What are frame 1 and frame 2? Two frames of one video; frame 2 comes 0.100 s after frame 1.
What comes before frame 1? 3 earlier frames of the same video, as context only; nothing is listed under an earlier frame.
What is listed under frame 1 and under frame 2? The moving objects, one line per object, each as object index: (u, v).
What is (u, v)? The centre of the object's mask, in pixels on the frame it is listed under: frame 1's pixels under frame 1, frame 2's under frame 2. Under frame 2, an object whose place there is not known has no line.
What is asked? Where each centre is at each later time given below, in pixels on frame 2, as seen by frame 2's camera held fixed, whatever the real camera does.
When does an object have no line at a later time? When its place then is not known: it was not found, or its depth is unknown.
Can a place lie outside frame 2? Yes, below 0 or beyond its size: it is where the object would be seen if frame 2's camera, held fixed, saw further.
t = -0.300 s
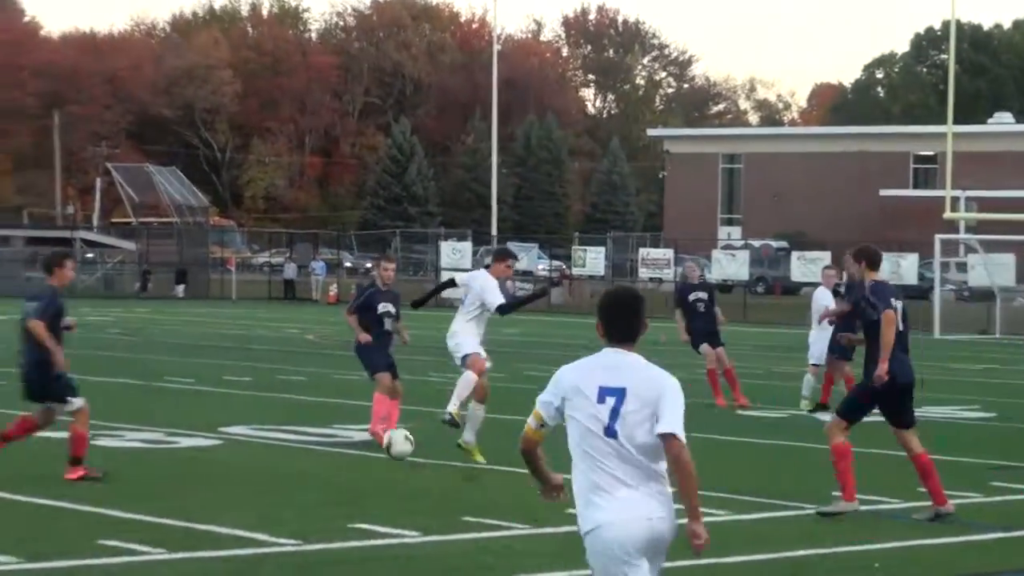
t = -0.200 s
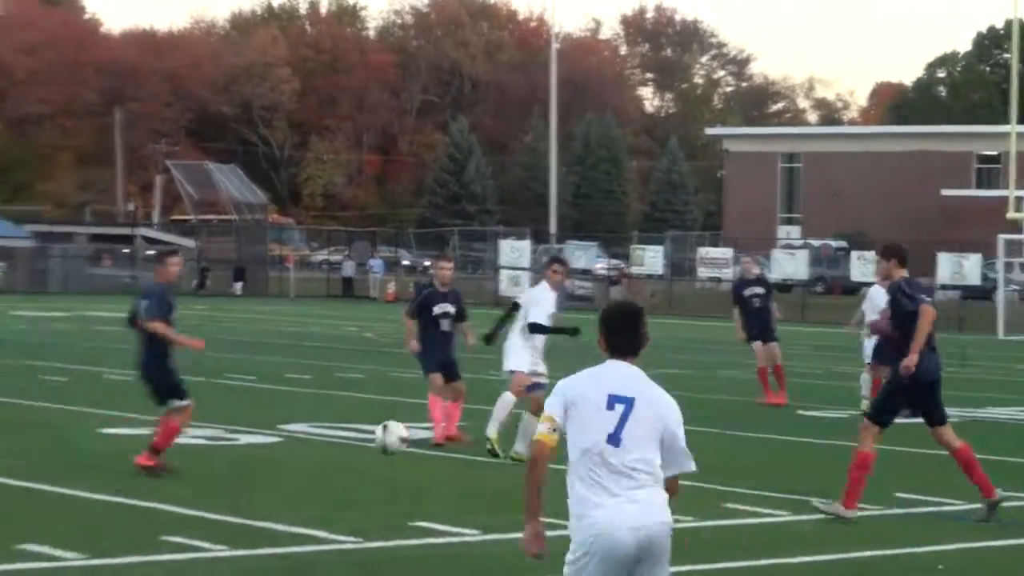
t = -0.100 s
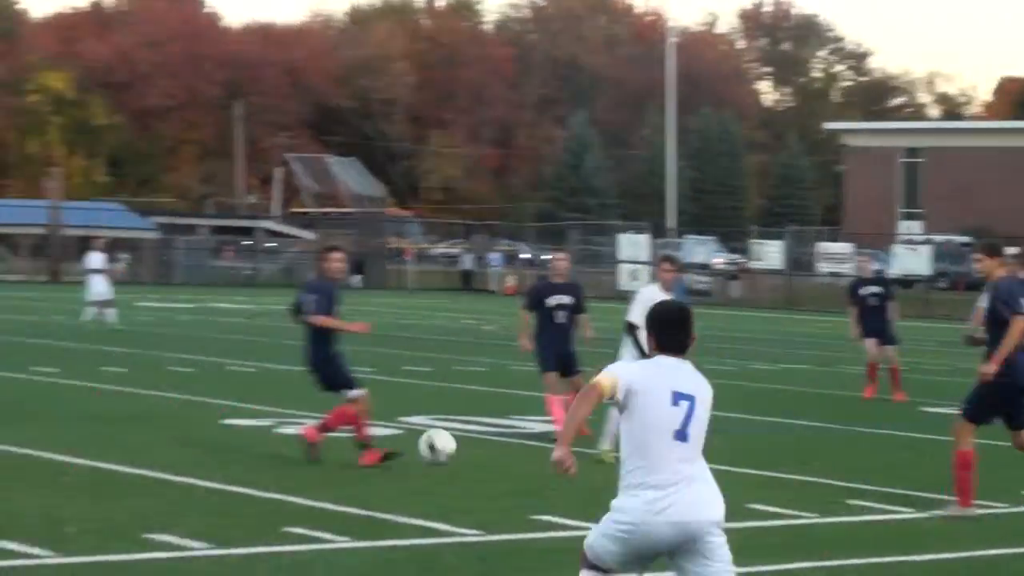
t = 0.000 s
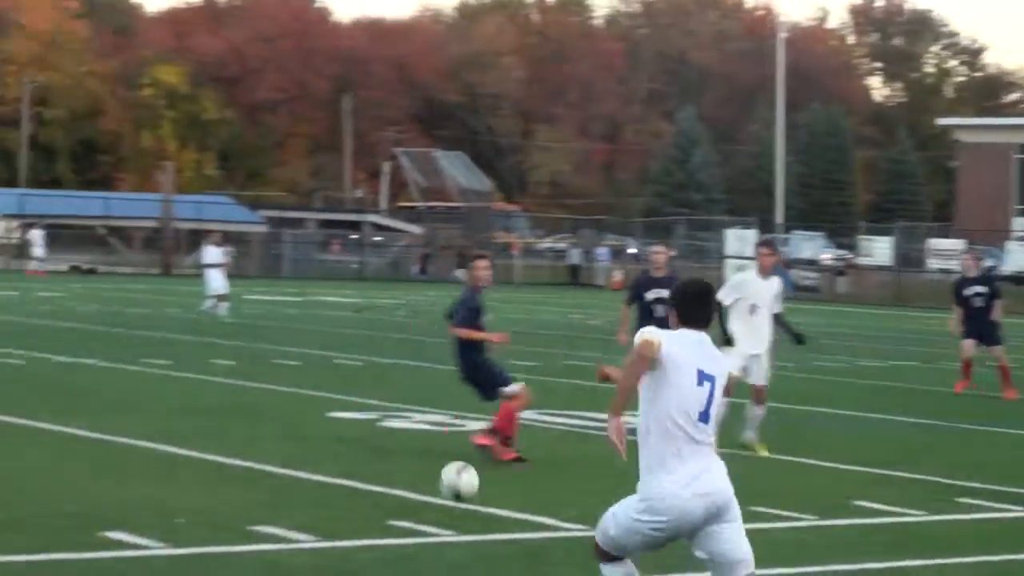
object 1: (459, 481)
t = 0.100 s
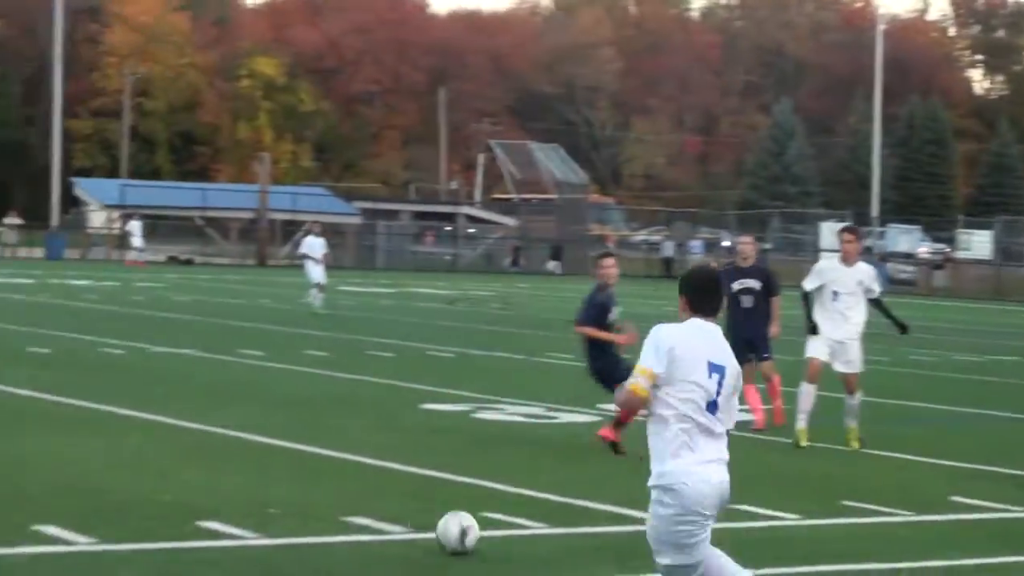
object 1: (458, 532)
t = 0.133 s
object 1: (431, 526)
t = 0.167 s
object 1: (402, 522)
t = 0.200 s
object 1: (371, 519)
